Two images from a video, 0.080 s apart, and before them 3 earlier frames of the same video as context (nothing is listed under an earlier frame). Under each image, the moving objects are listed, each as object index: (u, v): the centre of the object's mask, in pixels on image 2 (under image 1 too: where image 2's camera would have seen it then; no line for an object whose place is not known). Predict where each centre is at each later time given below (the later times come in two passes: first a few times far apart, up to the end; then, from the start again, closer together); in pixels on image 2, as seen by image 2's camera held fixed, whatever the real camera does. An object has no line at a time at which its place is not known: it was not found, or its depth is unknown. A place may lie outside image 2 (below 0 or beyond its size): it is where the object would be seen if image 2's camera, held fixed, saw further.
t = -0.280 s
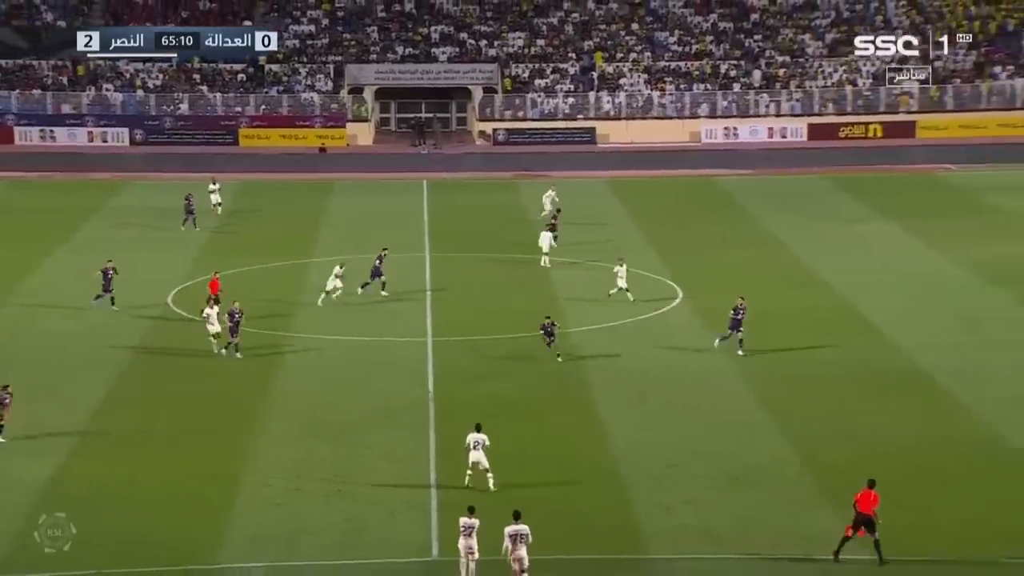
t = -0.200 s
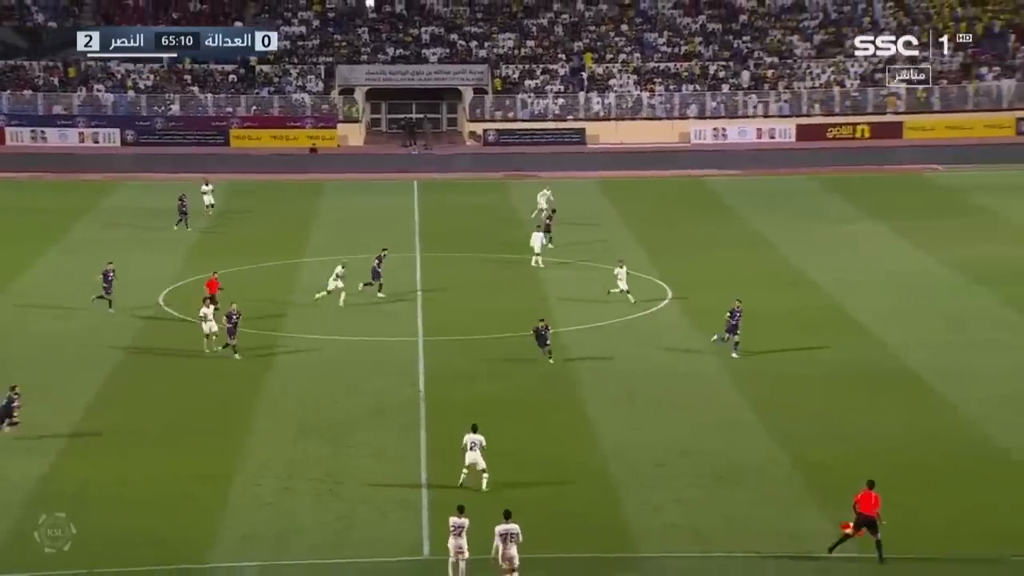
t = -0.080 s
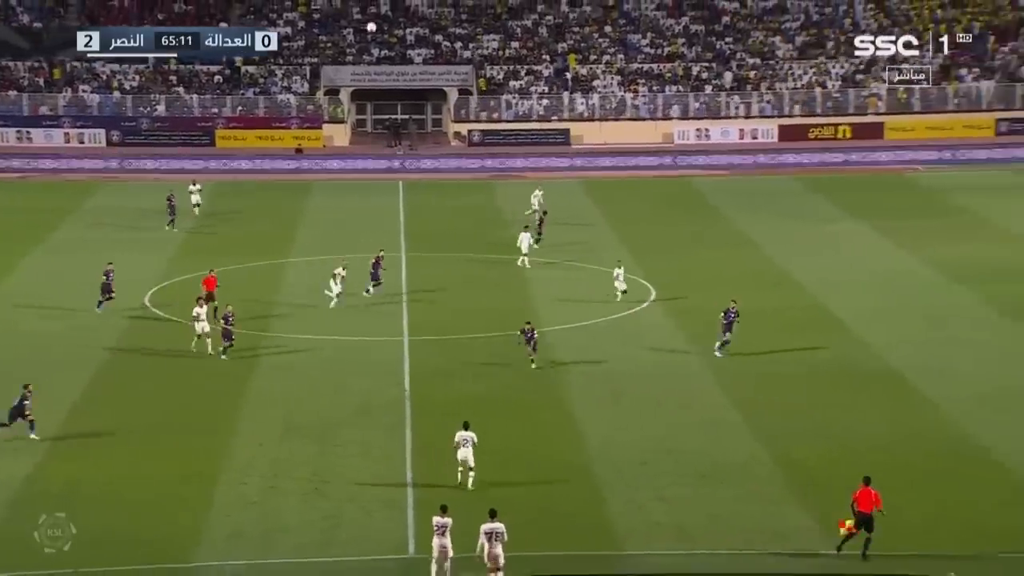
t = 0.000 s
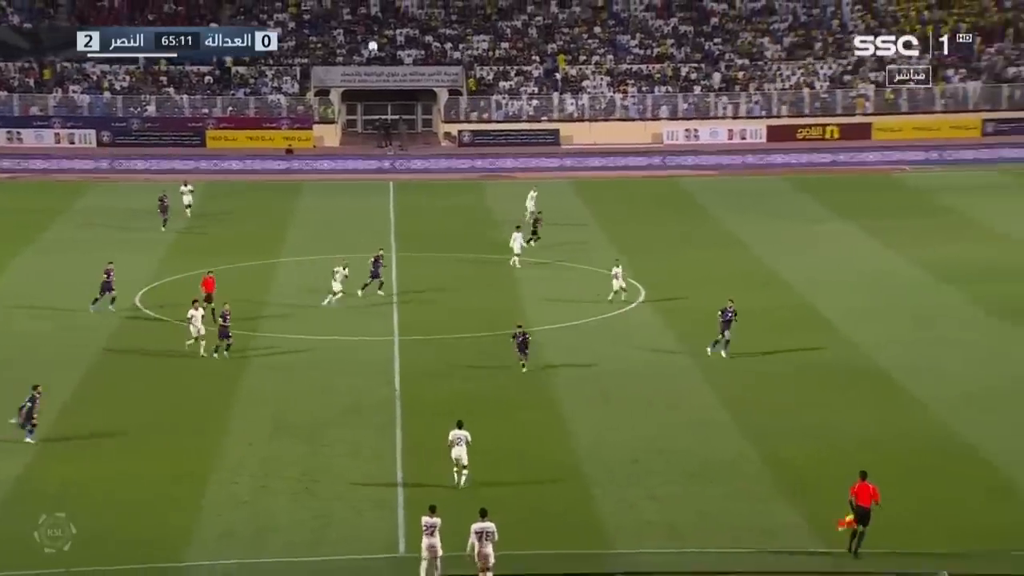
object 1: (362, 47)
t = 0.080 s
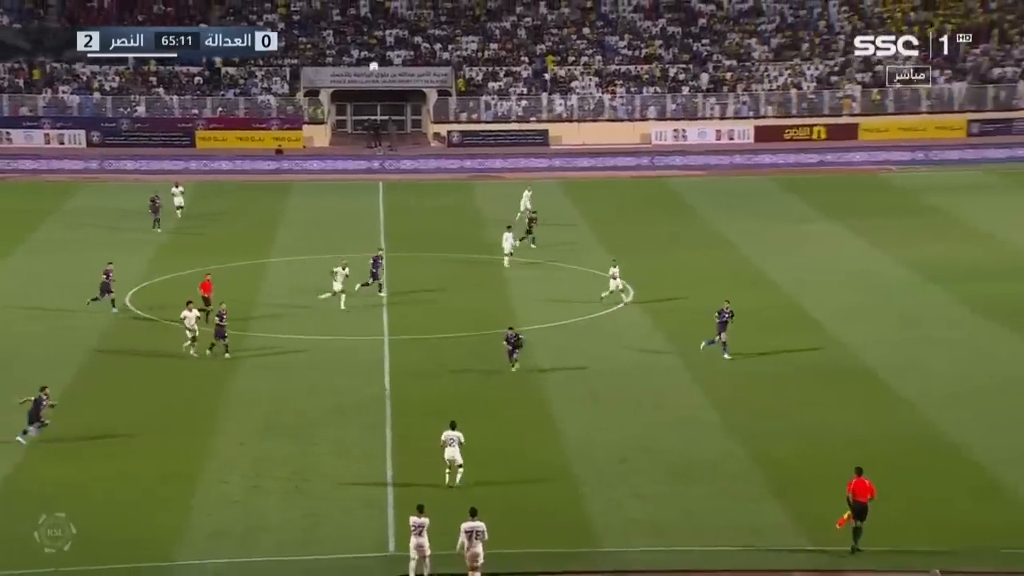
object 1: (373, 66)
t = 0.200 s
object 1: (391, 101)
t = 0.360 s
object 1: (414, 154)
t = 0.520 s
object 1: (438, 215)
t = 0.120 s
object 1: (379, 78)
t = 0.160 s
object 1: (385, 89)
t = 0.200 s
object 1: (391, 101)
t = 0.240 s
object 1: (396, 113)
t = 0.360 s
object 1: (414, 154)
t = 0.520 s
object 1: (438, 215)
